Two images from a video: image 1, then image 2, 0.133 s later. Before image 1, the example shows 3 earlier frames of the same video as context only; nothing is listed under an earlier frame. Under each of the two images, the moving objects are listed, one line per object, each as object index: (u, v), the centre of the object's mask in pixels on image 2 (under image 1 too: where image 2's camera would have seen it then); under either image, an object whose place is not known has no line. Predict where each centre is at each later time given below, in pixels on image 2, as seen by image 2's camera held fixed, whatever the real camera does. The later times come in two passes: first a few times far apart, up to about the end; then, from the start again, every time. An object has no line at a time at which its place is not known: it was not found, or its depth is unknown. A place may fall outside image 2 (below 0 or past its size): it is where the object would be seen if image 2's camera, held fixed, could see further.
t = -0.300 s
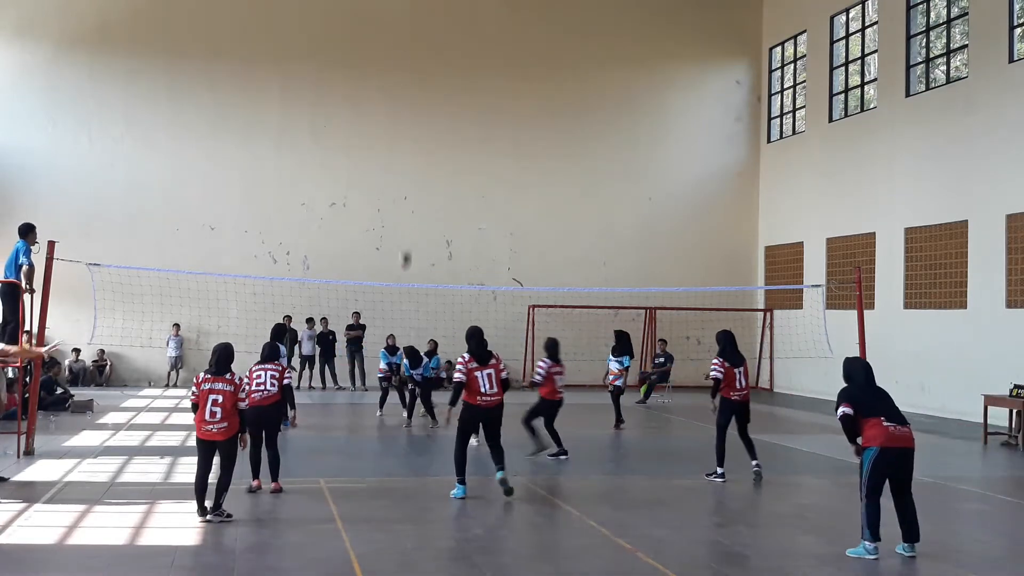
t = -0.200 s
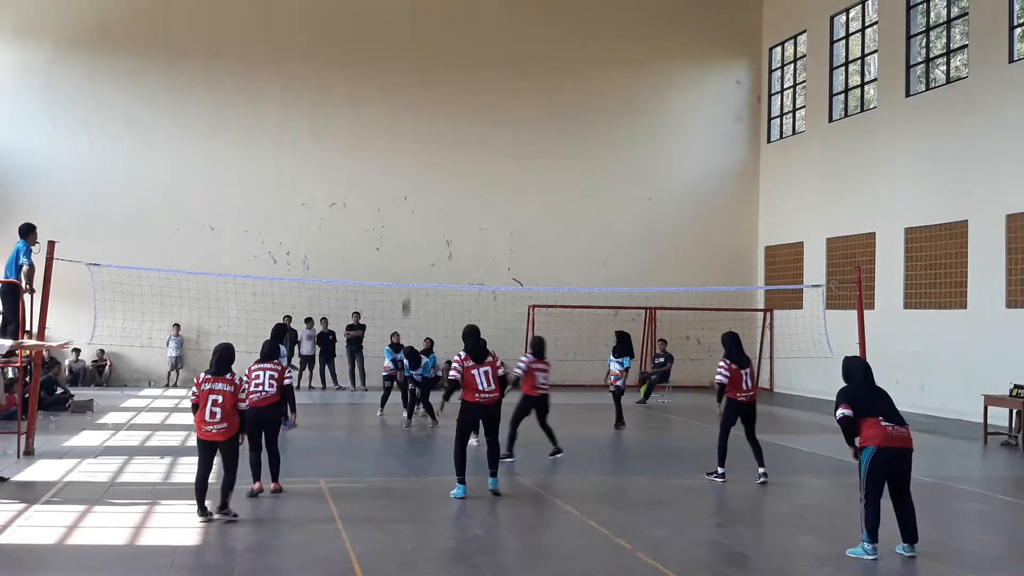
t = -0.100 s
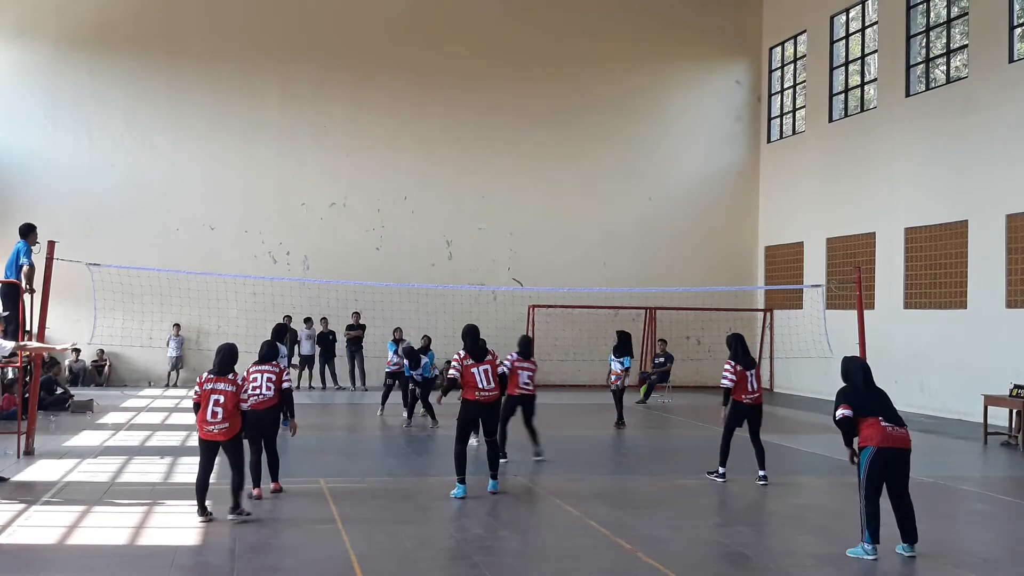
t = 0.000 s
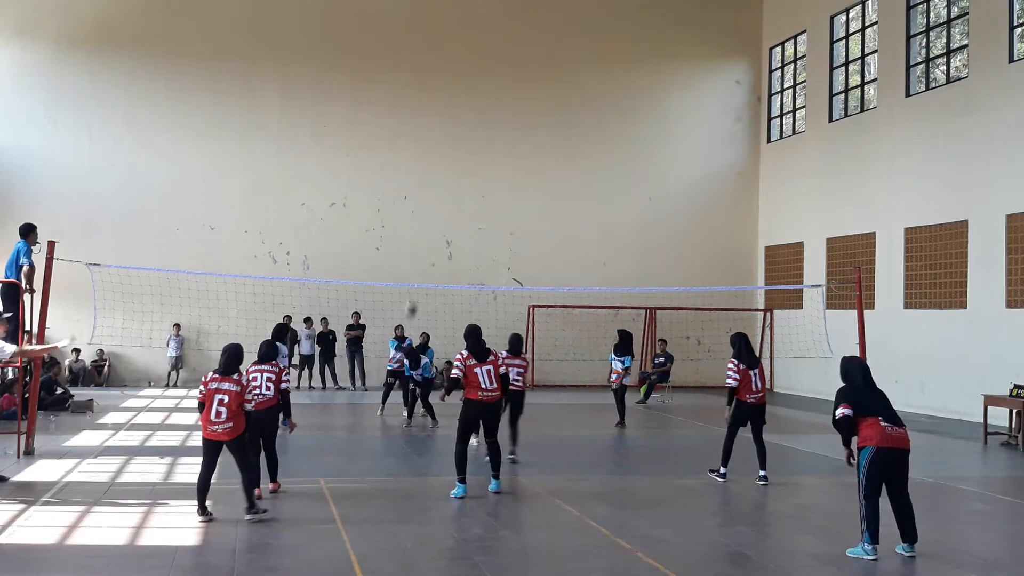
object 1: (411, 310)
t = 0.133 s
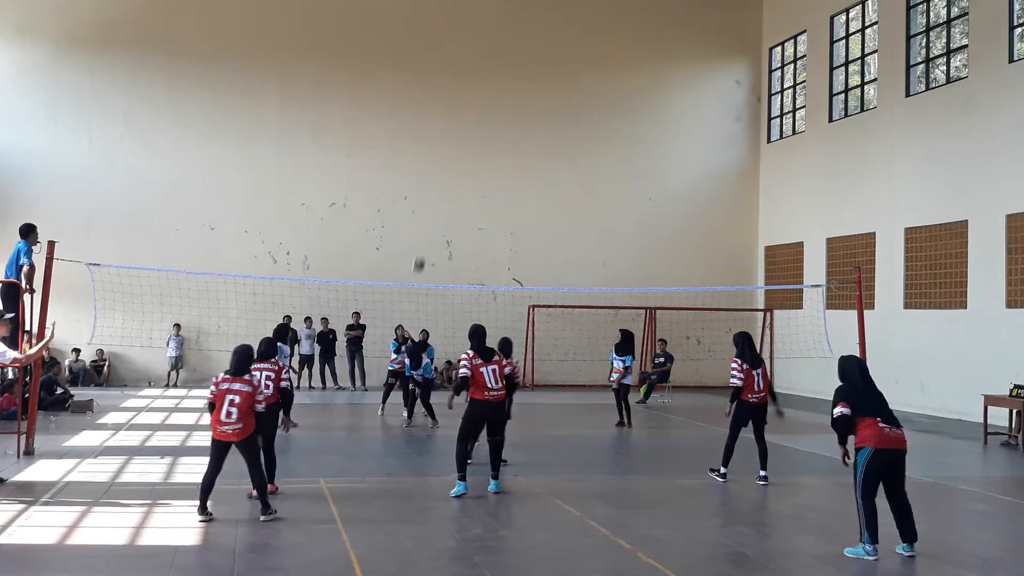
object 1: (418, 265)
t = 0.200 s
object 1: (422, 245)
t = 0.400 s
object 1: (433, 203)
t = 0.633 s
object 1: (444, 184)
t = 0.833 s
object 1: (454, 195)
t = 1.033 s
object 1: (463, 234)
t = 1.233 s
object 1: (473, 301)
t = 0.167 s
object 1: (421, 255)
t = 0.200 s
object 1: (422, 245)
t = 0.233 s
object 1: (424, 237)
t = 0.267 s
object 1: (426, 229)
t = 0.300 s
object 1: (427, 222)
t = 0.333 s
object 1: (429, 214)
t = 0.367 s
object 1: (431, 208)
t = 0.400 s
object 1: (433, 203)
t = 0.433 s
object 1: (435, 198)
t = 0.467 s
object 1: (436, 194)
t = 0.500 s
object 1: (438, 191)
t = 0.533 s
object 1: (439, 188)
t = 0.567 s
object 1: (441, 186)
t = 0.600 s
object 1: (442, 185)
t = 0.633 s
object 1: (444, 184)
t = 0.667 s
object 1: (446, 184)
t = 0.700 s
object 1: (447, 185)
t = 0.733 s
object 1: (449, 186)
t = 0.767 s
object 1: (450, 188)
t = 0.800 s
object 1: (452, 191)
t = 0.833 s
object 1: (454, 195)
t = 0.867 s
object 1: (456, 200)
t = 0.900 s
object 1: (457, 204)
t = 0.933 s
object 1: (459, 211)
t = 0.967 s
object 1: (460, 218)
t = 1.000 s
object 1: (462, 225)
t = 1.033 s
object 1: (463, 234)
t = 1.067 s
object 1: (465, 243)
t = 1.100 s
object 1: (466, 252)
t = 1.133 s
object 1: (468, 263)
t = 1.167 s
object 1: (469, 275)
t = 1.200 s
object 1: (471, 287)
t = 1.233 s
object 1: (473, 301)
